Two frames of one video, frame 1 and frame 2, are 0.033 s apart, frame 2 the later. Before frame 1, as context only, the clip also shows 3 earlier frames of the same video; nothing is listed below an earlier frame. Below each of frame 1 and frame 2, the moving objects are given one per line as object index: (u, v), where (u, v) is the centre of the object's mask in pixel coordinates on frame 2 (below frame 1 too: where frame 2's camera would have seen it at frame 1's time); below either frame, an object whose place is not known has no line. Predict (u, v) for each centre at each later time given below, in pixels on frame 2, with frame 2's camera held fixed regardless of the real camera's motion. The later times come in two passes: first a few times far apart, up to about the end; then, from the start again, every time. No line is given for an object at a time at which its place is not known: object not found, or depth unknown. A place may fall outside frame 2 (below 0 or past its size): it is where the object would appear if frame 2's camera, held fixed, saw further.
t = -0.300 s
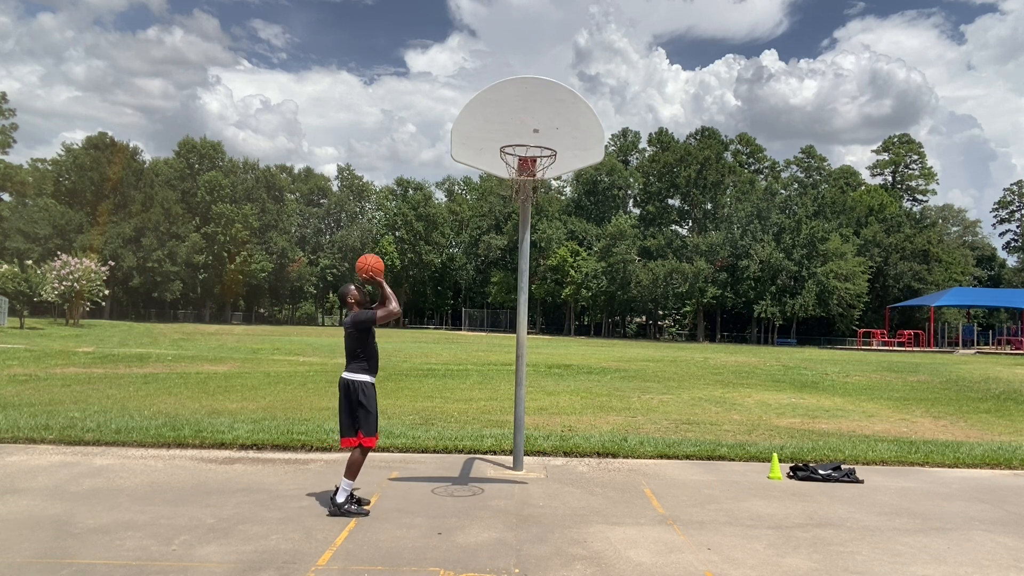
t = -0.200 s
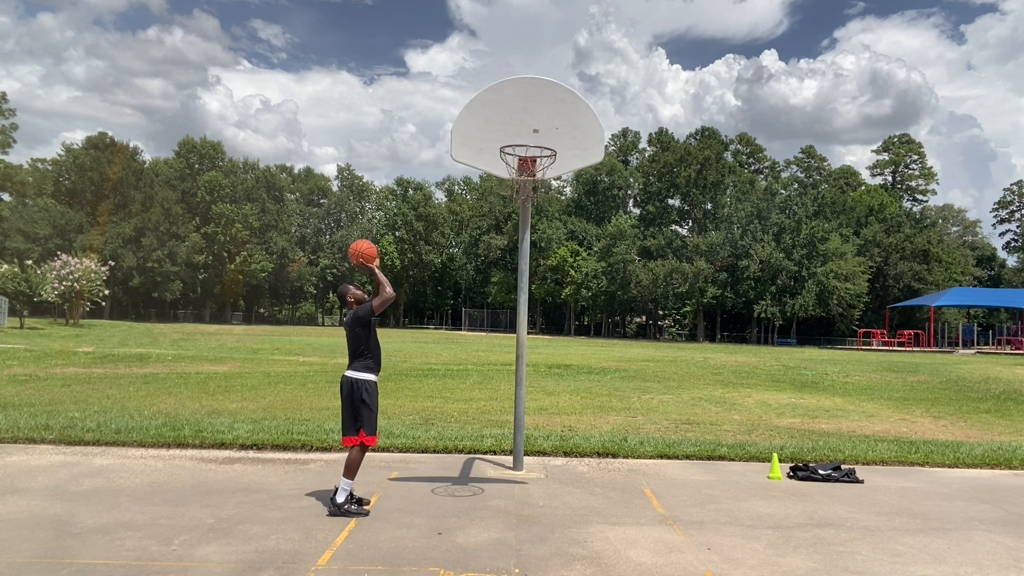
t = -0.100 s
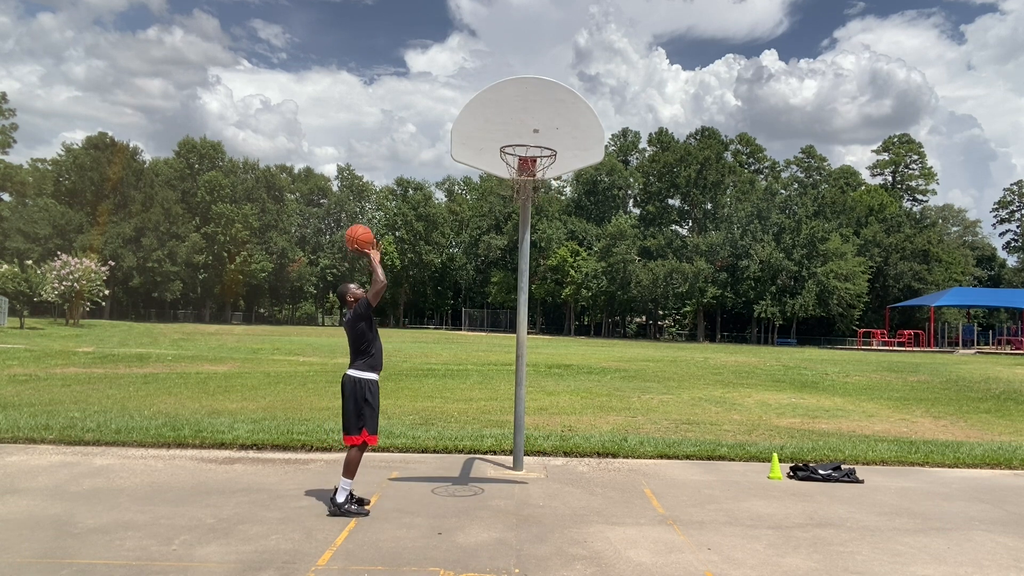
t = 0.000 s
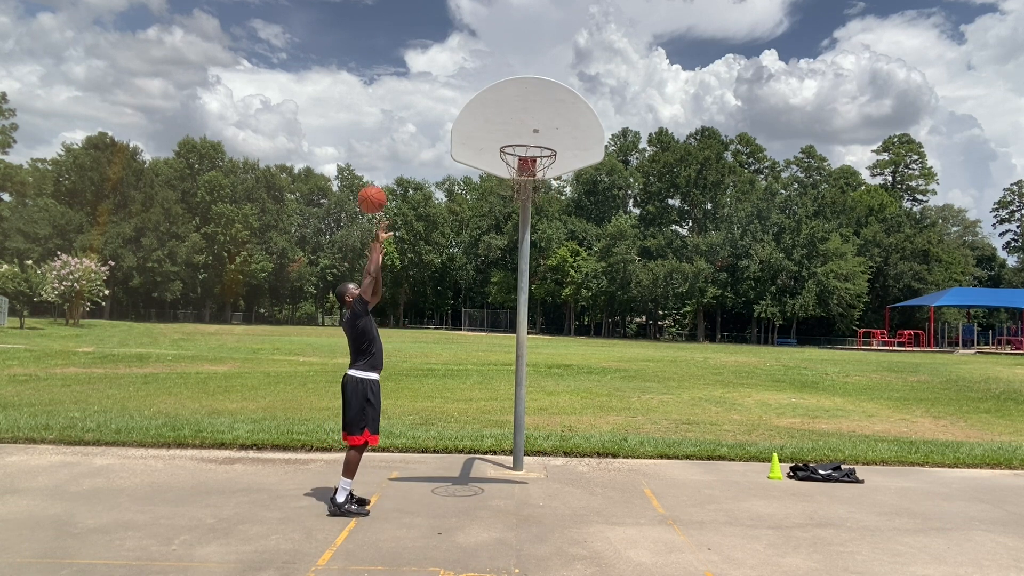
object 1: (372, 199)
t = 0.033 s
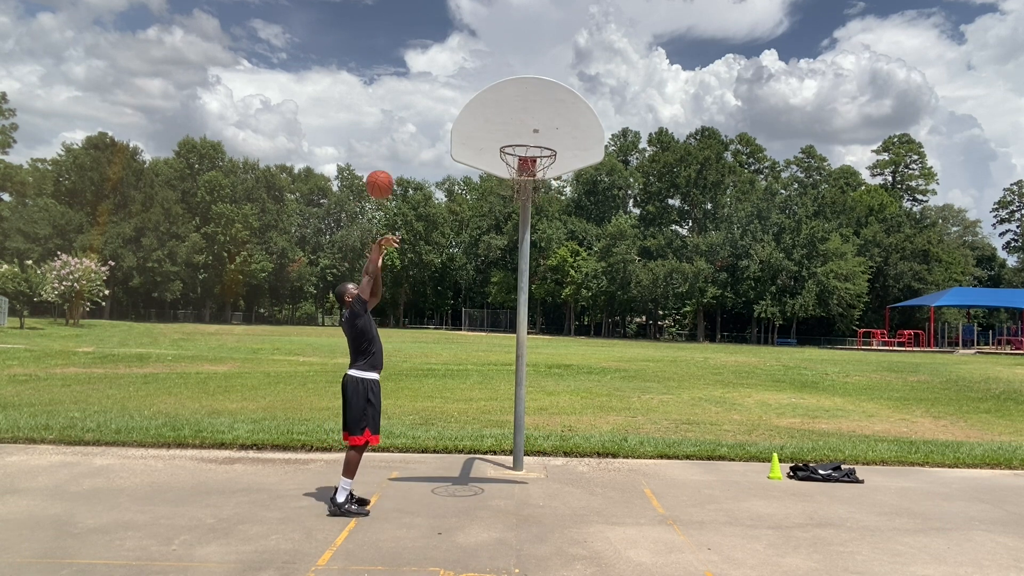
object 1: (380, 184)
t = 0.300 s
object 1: (439, 106)
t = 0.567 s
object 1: (495, 108)
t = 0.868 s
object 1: (542, 181)
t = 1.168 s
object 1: (543, 271)
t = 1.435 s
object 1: (543, 433)
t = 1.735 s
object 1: (525, 374)
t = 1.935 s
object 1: (508, 305)
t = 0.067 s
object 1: (387, 170)
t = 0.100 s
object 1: (394, 157)
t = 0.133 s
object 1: (402, 145)
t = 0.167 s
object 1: (409, 135)
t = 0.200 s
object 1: (417, 126)
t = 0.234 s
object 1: (424, 118)
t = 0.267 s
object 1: (431, 111)
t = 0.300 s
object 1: (439, 106)
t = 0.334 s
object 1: (446, 102)
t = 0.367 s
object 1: (453, 99)
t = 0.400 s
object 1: (460, 97)
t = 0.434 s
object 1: (467, 97)
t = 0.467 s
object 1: (474, 98)
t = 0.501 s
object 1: (481, 100)
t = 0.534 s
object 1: (488, 104)
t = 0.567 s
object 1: (495, 108)
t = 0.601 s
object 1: (502, 114)
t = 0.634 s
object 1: (509, 122)
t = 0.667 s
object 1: (516, 130)
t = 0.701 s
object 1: (523, 140)
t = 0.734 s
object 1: (530, 151)
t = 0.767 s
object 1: (537, 163)
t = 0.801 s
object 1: (539, 172)
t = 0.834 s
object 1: (541, 177)
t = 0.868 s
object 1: (542, 181)
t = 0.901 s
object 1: (543, 187)
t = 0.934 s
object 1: (543, 193)
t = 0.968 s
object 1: (543, 200)
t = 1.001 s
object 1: (543, 209)
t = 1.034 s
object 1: (543, 219)
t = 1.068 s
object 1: (543, 230)
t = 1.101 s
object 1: (543, 242)
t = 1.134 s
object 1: (543, 256)
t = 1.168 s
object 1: (543, 271)
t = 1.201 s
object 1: (543, 287)
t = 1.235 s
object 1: (543, 304)
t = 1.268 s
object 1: (543, 323)
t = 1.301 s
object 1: (543, 342)
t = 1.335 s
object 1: (543, 363)
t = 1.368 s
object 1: (543, 385)
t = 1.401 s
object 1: (543, 408)
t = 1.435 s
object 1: (543, 433)
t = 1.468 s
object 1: (543, 458)
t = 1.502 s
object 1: (543, 485)
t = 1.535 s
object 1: (542, 494)
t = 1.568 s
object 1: (539, 470)
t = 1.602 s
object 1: (536, 448)
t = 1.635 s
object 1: (533, 427)
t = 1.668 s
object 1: (530, 408)
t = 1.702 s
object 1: (527, 390)
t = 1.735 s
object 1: (525, 374)
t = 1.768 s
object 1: (522, 359)
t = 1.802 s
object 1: (519, 346)
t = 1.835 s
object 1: (516, 333)
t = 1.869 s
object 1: (513, 322)
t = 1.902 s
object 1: (510, 313)
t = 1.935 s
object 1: (508, 305)
